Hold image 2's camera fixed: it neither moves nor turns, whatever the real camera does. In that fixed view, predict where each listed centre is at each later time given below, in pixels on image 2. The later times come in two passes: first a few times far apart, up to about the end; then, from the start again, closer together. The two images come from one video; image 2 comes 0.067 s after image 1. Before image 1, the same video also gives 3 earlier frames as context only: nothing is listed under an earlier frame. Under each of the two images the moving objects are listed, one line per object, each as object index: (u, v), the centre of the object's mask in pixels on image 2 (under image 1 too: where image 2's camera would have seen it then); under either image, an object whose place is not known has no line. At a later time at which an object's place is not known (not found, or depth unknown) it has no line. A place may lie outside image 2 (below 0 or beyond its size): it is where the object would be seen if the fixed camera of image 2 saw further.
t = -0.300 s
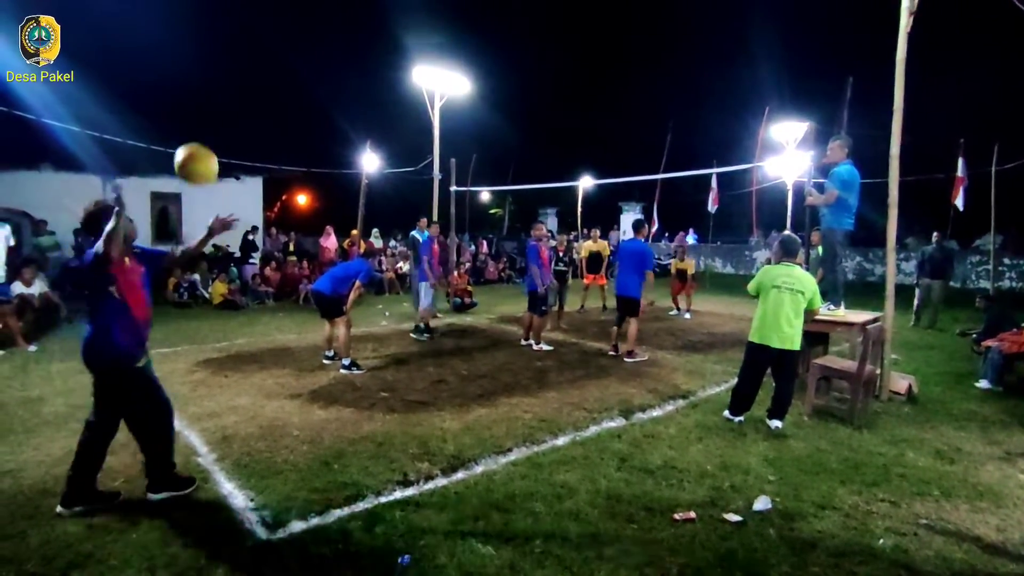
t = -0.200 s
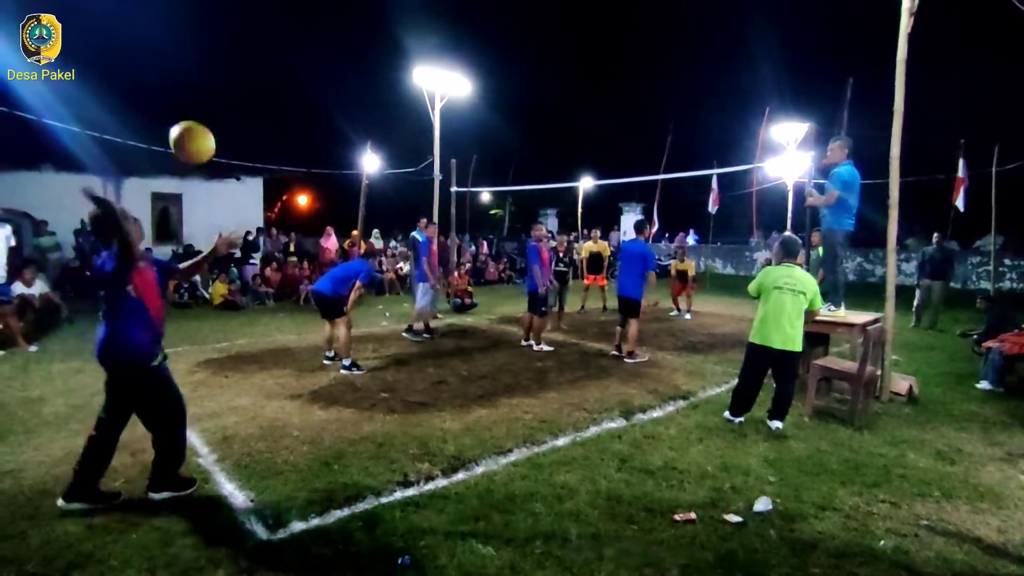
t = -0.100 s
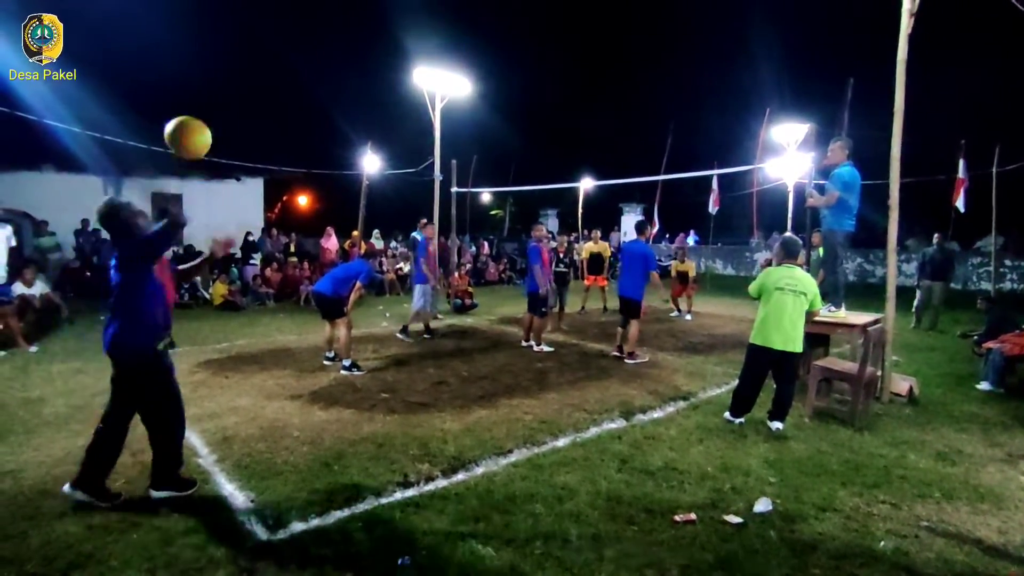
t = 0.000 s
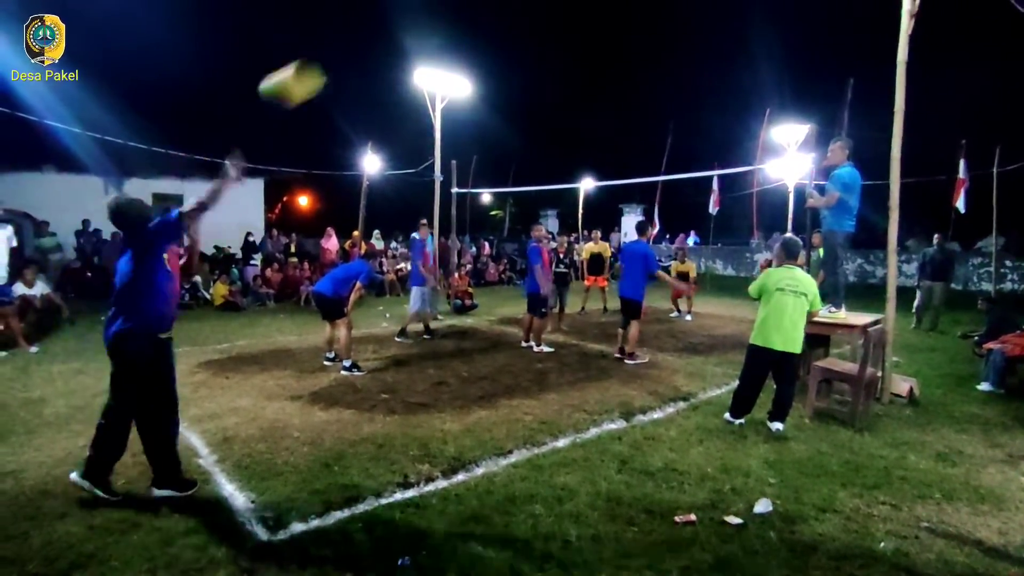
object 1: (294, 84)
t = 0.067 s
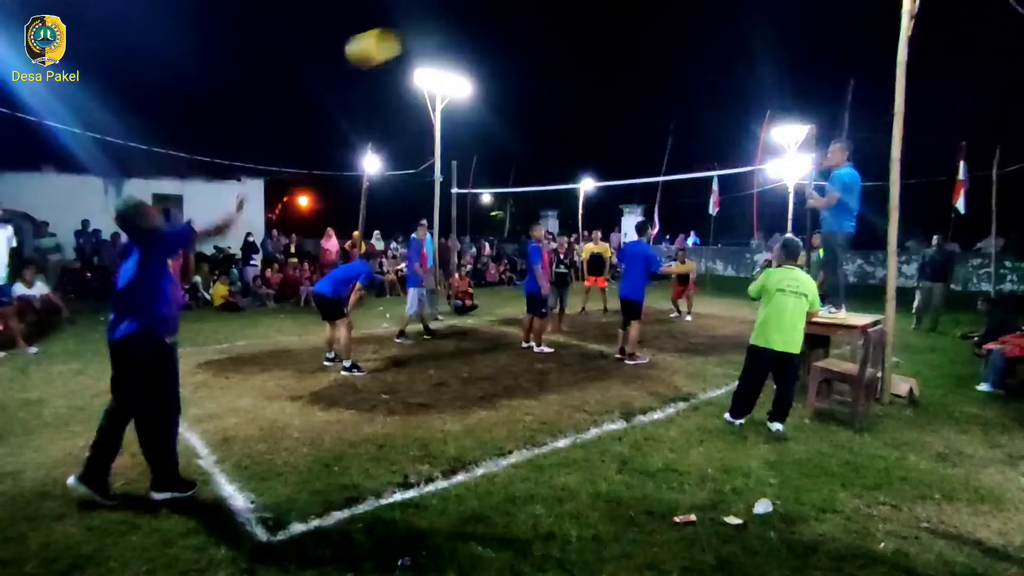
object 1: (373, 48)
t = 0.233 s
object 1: (513, 11)
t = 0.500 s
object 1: (638, 22)
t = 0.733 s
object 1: (696, 74)
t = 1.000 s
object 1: (736, 151)
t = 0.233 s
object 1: (513, 11)
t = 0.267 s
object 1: (534, 9)
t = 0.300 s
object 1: (553, 8)
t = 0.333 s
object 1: (571, 8)
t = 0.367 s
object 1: (587, 8)
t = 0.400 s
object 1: (601, 10)
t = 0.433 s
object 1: (614, 13)
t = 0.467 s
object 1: (627, 17)
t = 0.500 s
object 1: (638, 22)
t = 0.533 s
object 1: (648, 28)
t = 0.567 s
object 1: (658, 34)
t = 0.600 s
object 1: (667, 41)
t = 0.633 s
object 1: (675, 49)
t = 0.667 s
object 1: (682, 57)
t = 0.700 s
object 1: (690, 65)
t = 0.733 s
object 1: (696, 74)
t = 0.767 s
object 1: (702, 83)
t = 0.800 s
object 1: (708, 91)
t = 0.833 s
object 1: (713, 101)
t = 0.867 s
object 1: (718, 111)
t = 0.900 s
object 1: (723, 121)
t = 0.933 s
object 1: (728, 131)
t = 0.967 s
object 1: (732, 141)
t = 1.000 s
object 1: (736, 151)
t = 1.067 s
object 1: (744, 174)
